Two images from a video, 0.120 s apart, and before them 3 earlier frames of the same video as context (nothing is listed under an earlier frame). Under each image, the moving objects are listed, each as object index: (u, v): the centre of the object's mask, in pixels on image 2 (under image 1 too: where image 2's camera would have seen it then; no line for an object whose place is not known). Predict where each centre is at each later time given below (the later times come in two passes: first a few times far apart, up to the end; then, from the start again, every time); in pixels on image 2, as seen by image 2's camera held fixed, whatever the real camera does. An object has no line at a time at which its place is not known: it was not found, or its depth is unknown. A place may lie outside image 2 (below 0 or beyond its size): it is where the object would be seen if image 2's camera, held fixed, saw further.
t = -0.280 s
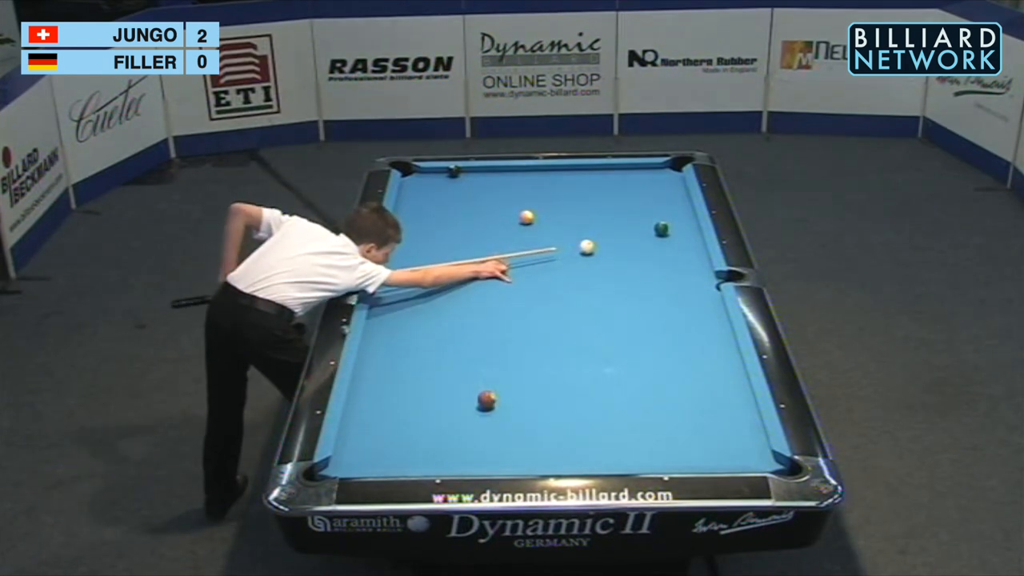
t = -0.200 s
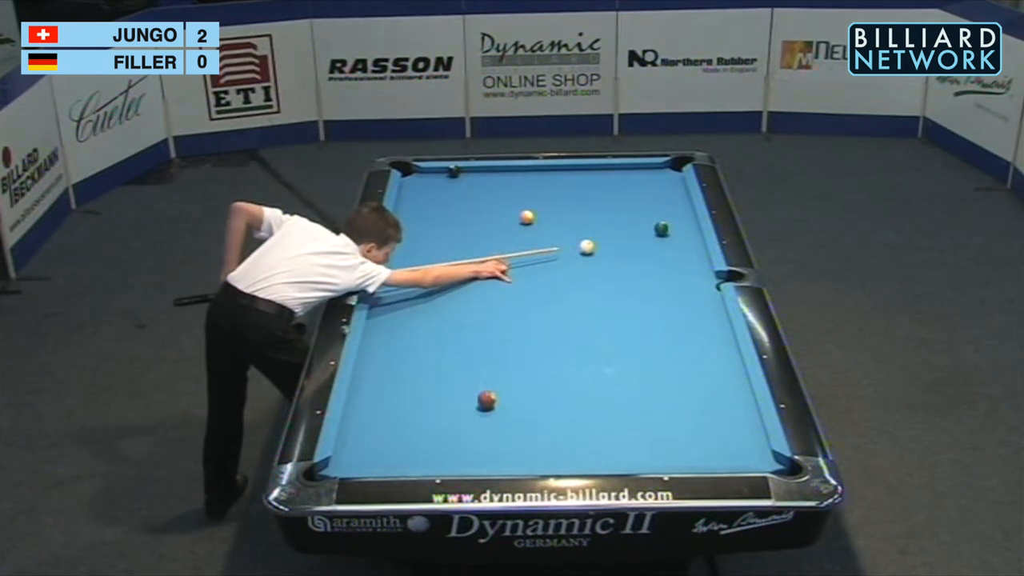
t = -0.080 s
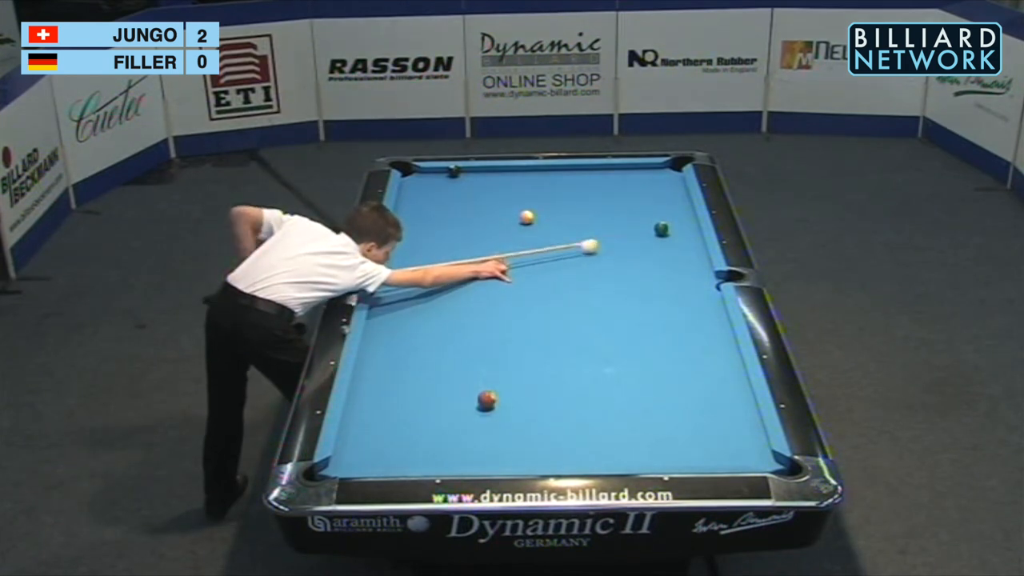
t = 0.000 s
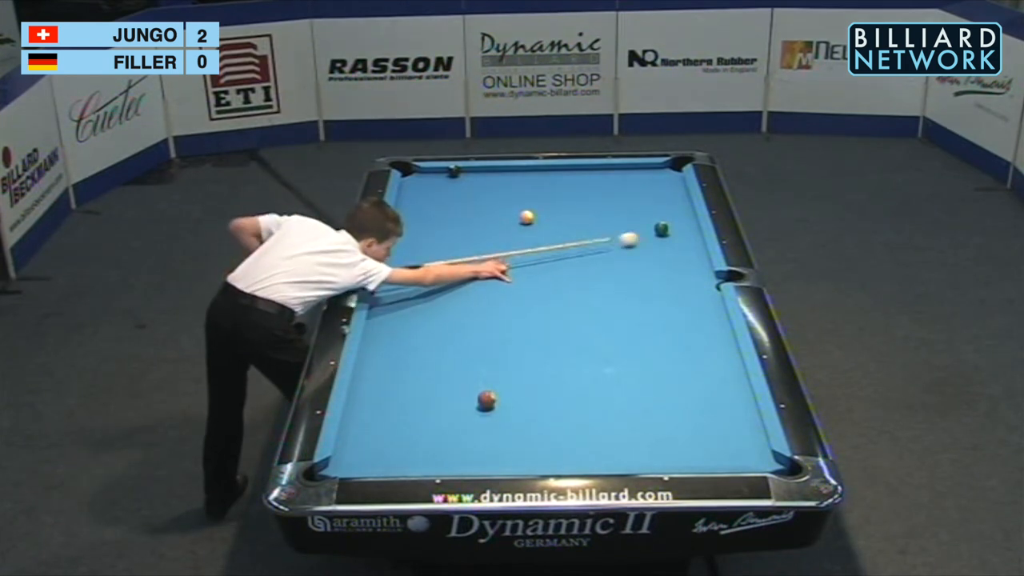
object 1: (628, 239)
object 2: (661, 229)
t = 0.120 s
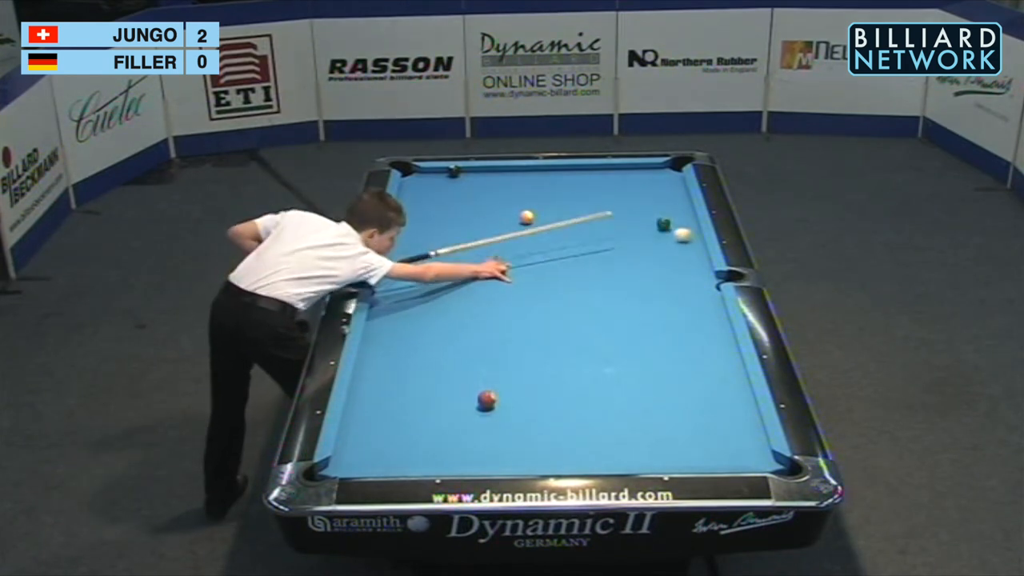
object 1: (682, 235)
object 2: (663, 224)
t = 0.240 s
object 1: (672, 236)
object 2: (668, 215)
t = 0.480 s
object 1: (615, 236)
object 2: (674, 199)
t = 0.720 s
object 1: (563, 237)
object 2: (680, 186)
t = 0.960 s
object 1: (513, 238)
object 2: (672, 175)
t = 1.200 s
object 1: (463, 238)
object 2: (666, 168)
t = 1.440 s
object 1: (415, 239)
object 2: (675, 170)
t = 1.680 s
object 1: (407, 239)
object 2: (673, 174)
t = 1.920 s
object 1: (434, 238)
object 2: (671, 176)
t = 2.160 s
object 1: (460, 237)
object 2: (668, 178)
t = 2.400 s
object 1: (484, 237)
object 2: (666, 180)
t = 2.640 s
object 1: (508, 237)
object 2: (664, 182)
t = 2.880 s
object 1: (529, 236)
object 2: (662, 183)
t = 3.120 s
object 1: (550, 236)
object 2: (661, 184)
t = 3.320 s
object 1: (566, 236)
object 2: (660, 185)
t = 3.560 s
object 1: (585, 236)
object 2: (659, 185)
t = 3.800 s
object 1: (602, 236)
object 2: (659, 185)
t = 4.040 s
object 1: (619, 236)
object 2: (660, 185)
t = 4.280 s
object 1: (633, 236)
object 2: (659, 185)
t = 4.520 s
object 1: (647, 236)
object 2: (659, 185)
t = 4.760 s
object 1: (660, 236)
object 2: (659, 185)
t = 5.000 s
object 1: (671, 236)
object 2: (659, 185)
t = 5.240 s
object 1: (681, 236)
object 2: (659, 185)
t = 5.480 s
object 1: (690, 236)
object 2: (659, 185)
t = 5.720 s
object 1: (695, 236)
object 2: (659, 185)
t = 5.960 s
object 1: (691, 236)
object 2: (659, 185)
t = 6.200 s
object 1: (687, 236)
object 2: (659, 185)
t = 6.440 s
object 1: (685, 237)
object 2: (659, 185)
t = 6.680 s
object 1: (683, 237)
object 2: (659, 185)
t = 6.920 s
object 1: (683, 237)
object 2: (659, 185)
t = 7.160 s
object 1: (683, 237)
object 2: (659, 185)
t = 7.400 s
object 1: (683, 237)
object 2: (659, 185)
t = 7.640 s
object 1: (683, 237)
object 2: (659, 185)
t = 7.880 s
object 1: (683, 237)
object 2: (659, 185)
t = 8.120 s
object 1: (683, 237)
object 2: (659, 185)
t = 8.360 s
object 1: (683, 237)
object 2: (659, 185)
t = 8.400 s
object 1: (683, 237)
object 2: (659, 185)
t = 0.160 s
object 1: (695, 235)
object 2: (665, 220)
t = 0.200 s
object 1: (683, 235)
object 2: (666, 218)
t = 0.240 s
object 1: (672, 236)
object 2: (668, 215)
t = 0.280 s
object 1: (660, 236)
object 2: (668, 212)
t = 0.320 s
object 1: (650, 236)
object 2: (670, 209)
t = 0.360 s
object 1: (641, 236)
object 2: (671, 207)
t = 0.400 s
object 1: (632, 236)
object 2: (672, 205)
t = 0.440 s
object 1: (624, 236)
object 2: (673, 202)
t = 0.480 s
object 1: (615, 236)
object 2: (674, 199)
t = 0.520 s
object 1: (606, 236)
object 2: (675, 197)
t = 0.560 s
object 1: (597, 237)
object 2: (676, 195)
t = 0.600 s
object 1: (588, 237)
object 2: (677, 192)
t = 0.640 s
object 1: (580, 237)
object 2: (678, 190)
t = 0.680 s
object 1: (572, 237)
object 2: (679, 187)
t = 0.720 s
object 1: (563, 237)
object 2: (680, 186)
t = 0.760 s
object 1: (554, 237)
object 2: (678, 184)
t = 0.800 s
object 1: (546, 238)
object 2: (677, 181)
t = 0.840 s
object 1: (537, 238)
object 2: (676, 180)
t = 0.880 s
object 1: (529, 238)
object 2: (675, 178)
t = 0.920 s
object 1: (521, 238)
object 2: (673, 176)
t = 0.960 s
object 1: (513, 238)
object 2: (672, 175)
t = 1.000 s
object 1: (504, 238)
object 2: (671, 173)
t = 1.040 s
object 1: (496, 238)
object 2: (669, 171)
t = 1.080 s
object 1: (487, 238)
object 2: (667, 169)
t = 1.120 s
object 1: (479, 238)
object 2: (666, 168)
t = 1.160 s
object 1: (471, 238)
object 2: (666, 167)
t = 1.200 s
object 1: (463, 238)
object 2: (666, 168)
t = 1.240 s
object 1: (455, 238)
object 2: (669, 167)
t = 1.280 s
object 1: (447, 238)
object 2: (669, 168)
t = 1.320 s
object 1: (439, 239)
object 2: (671, 168)
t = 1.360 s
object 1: (431, 239)
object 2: (672, 169)
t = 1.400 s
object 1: (423, 239)
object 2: (673, 170)
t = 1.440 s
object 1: (415, 239)
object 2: (675, 170)
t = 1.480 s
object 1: (408, 239)
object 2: (675, 171)
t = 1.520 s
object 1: (400, 239)
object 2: (675, 171)
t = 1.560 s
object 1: (393, 239)
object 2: (675, 172)
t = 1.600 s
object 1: (397, 239)
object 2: (674, 173)
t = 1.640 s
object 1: (401, 239)
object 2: (673, 174)
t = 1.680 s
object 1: (407, 239)
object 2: (673, 174)
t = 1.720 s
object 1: (411, 239)
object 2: (673, 174)
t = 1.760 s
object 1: (416, 239)
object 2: (673, 175)
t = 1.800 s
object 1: (420, 239)
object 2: (672, 175)
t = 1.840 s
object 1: (425, 238)
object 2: (672, 176)
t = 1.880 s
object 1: (430, 238)
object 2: (671, 176)
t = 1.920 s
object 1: (434, 238)
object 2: (671, 176)
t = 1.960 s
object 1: (438, 238)
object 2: (671, 176)
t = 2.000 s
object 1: (442, 238)
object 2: (670, 177)
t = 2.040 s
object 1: (447, 238)
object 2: (671, 177)
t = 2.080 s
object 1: (451, 238)
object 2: (669, 177)
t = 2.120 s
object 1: (456, 238)
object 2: (669, 178)
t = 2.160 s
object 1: (460, 237)
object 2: (668, 178)
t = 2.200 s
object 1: (464, 237)
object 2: (668, 178)
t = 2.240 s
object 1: (468, 237)
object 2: (667, 179)
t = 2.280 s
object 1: (472, 237)
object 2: (667, 179)
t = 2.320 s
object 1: (476, 237)
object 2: (667, 180)
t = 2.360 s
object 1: (481, 237)
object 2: (667, 180)
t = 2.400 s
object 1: (484, 237)
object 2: (666, 180)
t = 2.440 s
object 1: (488, 237)
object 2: (666, 181)
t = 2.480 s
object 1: (492, 237)
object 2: (665, 181)
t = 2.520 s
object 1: (495, 237)
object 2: (665, 181)
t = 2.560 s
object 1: (499, 236)
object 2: (665, 182)
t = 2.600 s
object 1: (504, 237)
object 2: (664, 182)
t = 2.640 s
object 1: (508, 237)
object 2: (664, 182)
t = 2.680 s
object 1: (511, 236)
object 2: (664, 183)
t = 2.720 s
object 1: (514, 237)
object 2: (663, 183)
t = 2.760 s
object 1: (518, 237)
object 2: (664, 183)
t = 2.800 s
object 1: (522, 236)
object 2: (663, 183)
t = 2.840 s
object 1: (526, 236)
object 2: (662, 183)
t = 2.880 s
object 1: (529, 236)
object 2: (662, 183)
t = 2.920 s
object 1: (532, 237)
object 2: (662, 183)
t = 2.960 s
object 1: (536, 236)
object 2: (662, 184)
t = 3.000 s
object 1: (540, 236)
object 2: (662, 184)
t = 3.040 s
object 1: (543, 236)
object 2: (661, 184)
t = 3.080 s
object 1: (546, 236)
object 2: (661, 184)
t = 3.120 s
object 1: (550, 236)
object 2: (661, 184)
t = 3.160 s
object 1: (553, 236)
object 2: (661, 184)
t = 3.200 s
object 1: (556, 236)
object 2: (660, 184)
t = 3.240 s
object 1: (560, 236)
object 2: (660, 185)
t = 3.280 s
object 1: (563, 236)
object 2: (660, 185)
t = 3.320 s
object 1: (566, 236)
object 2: (660, 185)
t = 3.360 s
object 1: (569, 236)
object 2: (659, 185)
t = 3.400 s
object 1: (572, 236)
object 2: (659, 185)
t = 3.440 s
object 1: (576, 236)
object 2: (659, 184)
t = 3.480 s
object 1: (579, 236)
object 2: (659, 185)
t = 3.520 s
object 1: (582, 236)
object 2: (659, 185)
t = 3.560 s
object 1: (585, 236)
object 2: (659, 185)
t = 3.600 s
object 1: (588, 236)
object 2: (659, 185)
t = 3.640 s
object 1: (591, 236)
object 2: (659, 185)
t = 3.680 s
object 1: (594, 236)
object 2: (659, 185)
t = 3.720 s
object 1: (597, 236)
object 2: (659, 185)
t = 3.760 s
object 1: (599, 236)
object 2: (659, 185)
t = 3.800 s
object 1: (602, 236)
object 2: (659, 185)
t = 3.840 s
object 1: (605, 236)
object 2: (659, 185)
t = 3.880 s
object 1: (608, 236)
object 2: (659, 185)
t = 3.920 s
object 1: (610, 236)
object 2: (659, 185)
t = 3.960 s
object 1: (613, 236)
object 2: (660, 185)
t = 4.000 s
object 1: (616, 236)
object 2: (659, 185)
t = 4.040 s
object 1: (619, 236)
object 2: (660, 185)
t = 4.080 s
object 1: (621, 236)
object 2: (660, 185)
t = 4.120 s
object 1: (624, 236)
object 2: (659, 185)
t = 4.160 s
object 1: (626, 236)
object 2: (659, 185)
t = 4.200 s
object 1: (628, 236)
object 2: (659, 185)
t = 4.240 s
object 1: (631, 236)
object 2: (659, 185)
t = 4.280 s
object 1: (633, 236)
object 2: (659, 185)
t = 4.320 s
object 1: (635, 236)
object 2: (659, 185)
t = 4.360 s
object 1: (638, 236)
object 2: (659, 185)
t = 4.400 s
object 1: (640, 236)
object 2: (659, 185)
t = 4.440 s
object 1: (643, 236)
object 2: (659, 185)
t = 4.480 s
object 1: (645, 236)
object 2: (659, 185)
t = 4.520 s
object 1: (647, 236)
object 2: (659, 185)
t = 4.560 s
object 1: (649, 236)
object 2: (659, 185)
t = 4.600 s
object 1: (651, 236)
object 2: (659, 185)
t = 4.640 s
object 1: (653, 236)
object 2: (659, 185)
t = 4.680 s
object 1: (655, 236)
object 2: (659, 185)
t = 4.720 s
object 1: (657, 236)
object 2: (659, 185)
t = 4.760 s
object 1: (660, 236)
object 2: (659, 185)
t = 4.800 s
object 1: (661, 236)
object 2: (659, 185)
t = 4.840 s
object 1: (663, 236)
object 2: (659, 185)
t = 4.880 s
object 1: (665, 236)
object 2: (659, 185)
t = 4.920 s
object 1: (667, 236)
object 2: (659, 185)
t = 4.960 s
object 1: (669, 236)
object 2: (659, 185)
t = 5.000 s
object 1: (671, 236)
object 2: (659, 185)
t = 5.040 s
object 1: (673, 236)
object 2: (659, 185)
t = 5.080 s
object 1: (675, 236)
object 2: (659, 185)
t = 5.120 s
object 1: (676, 236)
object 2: (659, 185)
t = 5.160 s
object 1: (678, 236)
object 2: (659, 185)
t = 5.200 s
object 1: (680, 236)
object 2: (659, 185)
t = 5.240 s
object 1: (681, 236)
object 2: (659, 185)
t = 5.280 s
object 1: (683, 236)
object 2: (659, 185)
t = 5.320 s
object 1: (684, 236)
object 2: (659, 185)
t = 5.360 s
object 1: (686, 236)
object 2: (659, 185)
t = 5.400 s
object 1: (688, 236)
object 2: (659, 185)
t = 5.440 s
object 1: (689, 236)
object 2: (659, 185)
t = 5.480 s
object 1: (690, 236)
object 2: (659, 185)
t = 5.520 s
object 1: (692, 236)
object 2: (659, 185)
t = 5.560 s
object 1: (693, 236)
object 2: (659, 185)
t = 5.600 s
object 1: (694, 236)
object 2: (659, 185)
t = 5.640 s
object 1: (695, 236)
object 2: (659, 185)
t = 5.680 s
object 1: (695, 236)
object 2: (659, 185)
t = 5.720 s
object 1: (695, 236)
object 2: (659, 185)
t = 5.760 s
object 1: (694, 236)
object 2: (659, 185)
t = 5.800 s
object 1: (693, 236)
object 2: (659, 185)
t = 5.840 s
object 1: (692, 236)
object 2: (659, 185)
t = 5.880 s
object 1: (692, 236)
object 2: (659, 185)
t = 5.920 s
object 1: (691, 236)
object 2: (659, 185)
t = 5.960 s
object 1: (691, 236)
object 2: (659, 185)
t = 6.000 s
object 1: (690, 236)
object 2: (659, 185)
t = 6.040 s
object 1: (689, 236)
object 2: (659, 185)
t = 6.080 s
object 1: (689, 236)
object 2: (659, 185)
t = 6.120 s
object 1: (688, 236)
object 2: (659, 185)
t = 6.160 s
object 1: (688, 236)
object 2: (659, 185)
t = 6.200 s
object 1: (687, 236)
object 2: (659, 185)
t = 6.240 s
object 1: (687, 237)
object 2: (659, 185)
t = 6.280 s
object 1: (686, 237)
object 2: (659, 185)
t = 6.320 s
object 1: (686, 237)
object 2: (659, 185)
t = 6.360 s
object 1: (685, 237)
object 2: (659, 185)
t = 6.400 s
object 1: (685, 237)
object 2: (659, 185)
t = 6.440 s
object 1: (685, 237)
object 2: (659, 185)
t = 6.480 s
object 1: (685, 237)
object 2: (659, 185)
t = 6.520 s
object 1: (684, 237)
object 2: (659, 185)
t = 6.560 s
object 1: (684, 237)
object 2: (659, 185)
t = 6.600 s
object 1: (684, 237)
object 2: (659, 185)
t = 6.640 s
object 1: (683, 237)
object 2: (659, 185)
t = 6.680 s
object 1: (683, 237)
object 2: (659, 185)
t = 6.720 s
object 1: (683, 237)
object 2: (659, 185)
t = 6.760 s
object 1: (683, 237)
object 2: (659, 185)
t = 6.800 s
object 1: (683, 237)
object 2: (659, 185)
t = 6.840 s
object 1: (683, 237)
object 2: (659, 185)
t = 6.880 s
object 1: (683, 237)
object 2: (659, 185)
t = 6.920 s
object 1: (683, 237)
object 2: (659, 185)
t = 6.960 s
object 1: (683, 237)
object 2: (659, 185)
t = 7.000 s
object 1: (683, 237)
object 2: (659, 185)
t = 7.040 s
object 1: (683, 237)
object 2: (659, 185)
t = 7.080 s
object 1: (683, 237)
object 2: (659, 185)
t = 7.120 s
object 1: (683, 237)
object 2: (659, 185)
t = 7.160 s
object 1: (683, 237)
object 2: (659, 185)
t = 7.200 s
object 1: (683, 237)
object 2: (659, 185)
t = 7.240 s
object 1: (683, 237)
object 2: (659, 185)
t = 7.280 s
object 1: (683, 237)
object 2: (659, 185)
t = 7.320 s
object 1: (683, 237)
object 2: (659, 185)
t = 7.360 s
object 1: (683, 237)
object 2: (659, 185)
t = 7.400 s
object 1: (683, 237)
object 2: (659, 185)
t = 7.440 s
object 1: (683, 237)
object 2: (659, 185)
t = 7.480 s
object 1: (683, 237)
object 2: (659, 185)
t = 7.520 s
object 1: (683, 237)
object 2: (659, 185)
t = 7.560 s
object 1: (683, 237)
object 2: (659, 185)
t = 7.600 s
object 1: (683, 237)
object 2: (659, 185)
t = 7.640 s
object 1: (683, 237)
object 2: (659, 185)
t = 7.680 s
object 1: (683, 237)
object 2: (659, 185)
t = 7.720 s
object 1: (683, 237)
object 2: (659, 185)
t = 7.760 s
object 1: (683, 237)
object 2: (659, 185)
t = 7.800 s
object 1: (683, 237)
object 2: (659, 185)
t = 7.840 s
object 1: (683, 237)
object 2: (659, 185)
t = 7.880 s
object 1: (683, 237)
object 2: (659, 185)
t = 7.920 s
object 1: (683, 237)
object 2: (659, 185)
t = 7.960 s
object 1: (683, 237)
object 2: (659, 185)
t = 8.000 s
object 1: (683, 237)
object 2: (659, 185)
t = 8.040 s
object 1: (683, 237)
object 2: (659, 185)
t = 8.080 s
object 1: (683, 237)
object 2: (659, 185)
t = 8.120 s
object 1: (683, 237)
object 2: (659, 185)
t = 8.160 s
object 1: (683, 237)
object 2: (659, 185)
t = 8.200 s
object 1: (683, 237)
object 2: (659, 185)
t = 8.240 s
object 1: (683, 237)
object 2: (659, 185)
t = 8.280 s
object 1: (683, 237)
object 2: (659, 185)
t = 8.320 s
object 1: (683, 237)
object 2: (659, 185)
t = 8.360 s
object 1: (683, 237)
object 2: (659, 185)
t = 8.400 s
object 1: (683, 237)
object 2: (659, 185)
